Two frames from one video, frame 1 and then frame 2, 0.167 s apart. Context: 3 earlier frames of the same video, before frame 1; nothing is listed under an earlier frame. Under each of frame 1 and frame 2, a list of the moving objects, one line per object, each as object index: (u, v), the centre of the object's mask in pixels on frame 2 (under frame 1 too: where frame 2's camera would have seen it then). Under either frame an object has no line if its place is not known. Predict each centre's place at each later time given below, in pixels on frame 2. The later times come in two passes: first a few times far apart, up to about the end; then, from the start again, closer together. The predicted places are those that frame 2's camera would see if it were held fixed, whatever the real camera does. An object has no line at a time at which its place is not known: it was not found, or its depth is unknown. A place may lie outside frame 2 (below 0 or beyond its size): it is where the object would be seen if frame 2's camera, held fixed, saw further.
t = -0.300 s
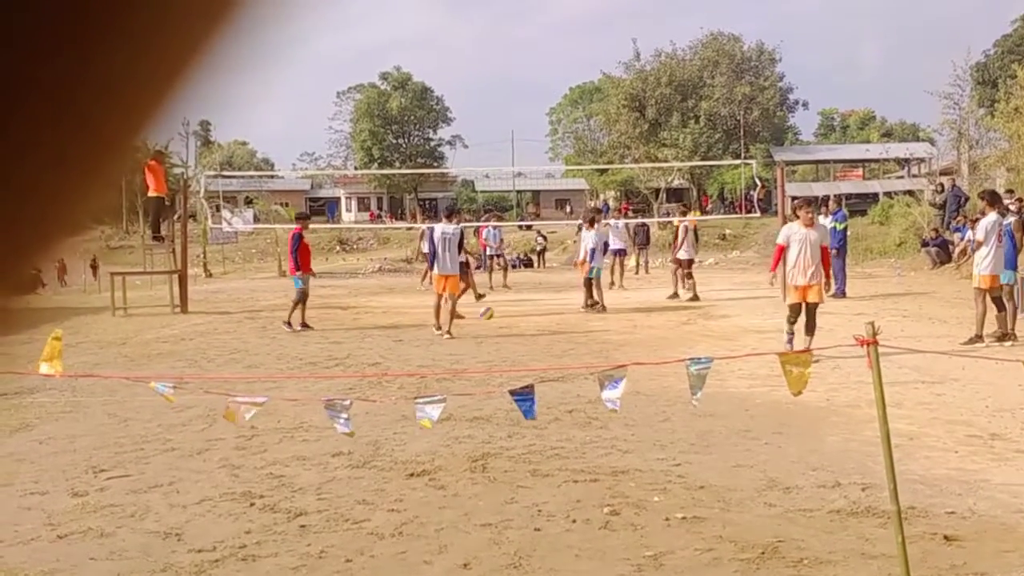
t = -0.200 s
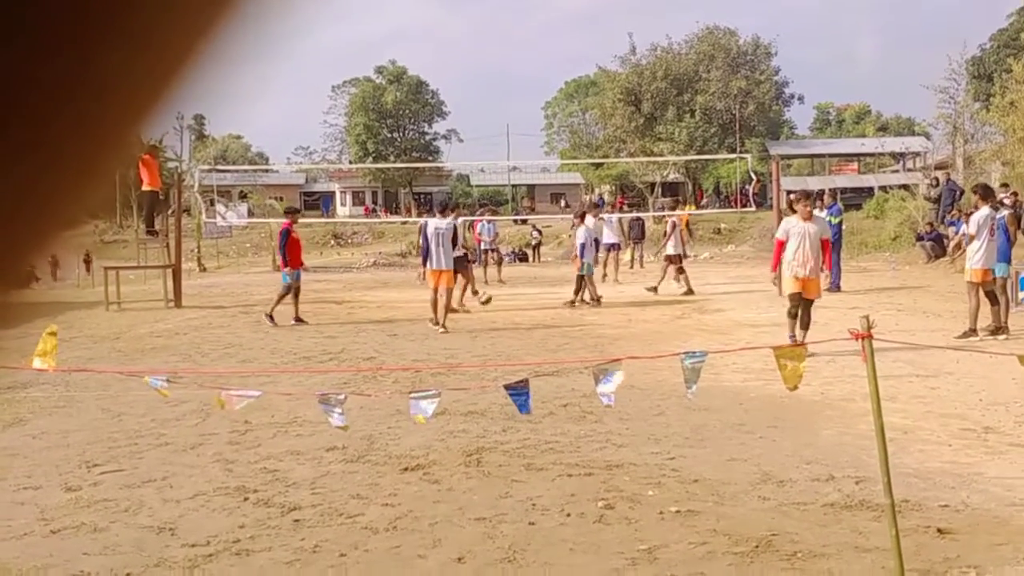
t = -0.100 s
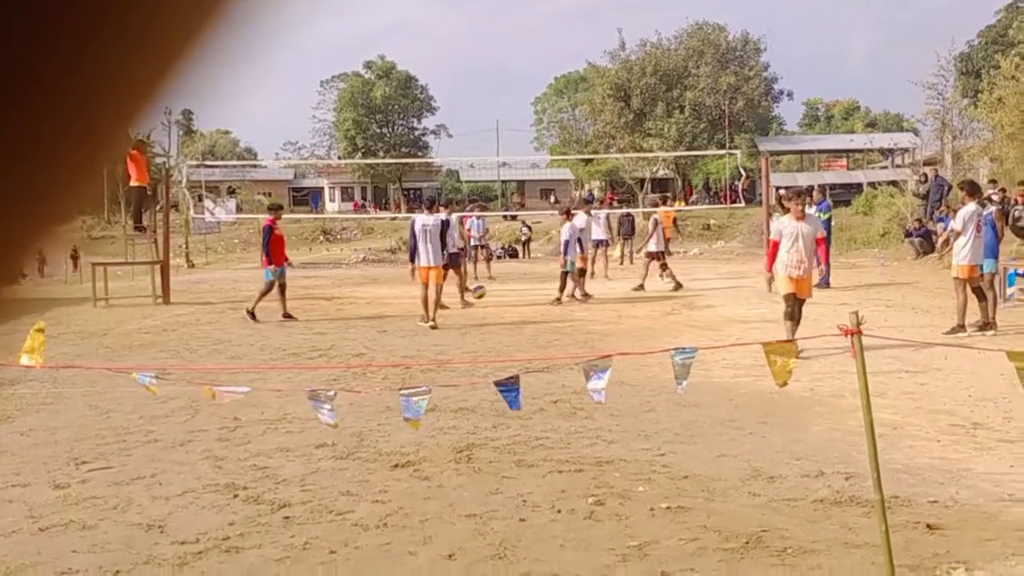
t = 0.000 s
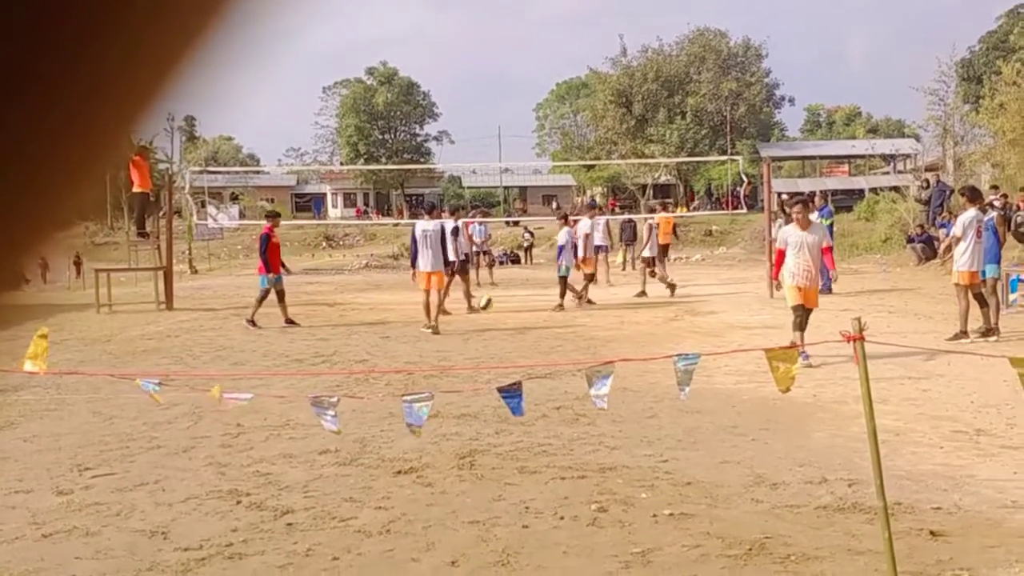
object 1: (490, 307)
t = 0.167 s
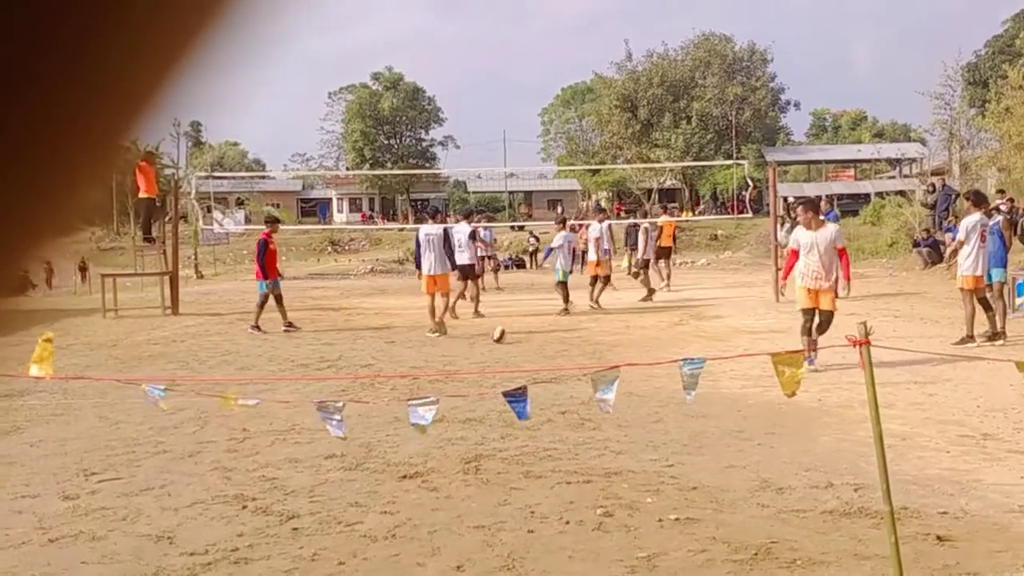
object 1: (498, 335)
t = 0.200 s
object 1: (499, 333)
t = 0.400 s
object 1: (506, 326)
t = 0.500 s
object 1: (510, 336)
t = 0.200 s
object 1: (499, 333)
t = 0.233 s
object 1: (502, 330)
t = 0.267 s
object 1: (503, 328)
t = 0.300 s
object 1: (503, 325)
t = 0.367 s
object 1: (506, 326)
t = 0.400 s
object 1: (506, 326)
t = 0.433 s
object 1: (508, 329)
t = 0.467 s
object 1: (510, 332)
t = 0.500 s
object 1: (510, 336)
